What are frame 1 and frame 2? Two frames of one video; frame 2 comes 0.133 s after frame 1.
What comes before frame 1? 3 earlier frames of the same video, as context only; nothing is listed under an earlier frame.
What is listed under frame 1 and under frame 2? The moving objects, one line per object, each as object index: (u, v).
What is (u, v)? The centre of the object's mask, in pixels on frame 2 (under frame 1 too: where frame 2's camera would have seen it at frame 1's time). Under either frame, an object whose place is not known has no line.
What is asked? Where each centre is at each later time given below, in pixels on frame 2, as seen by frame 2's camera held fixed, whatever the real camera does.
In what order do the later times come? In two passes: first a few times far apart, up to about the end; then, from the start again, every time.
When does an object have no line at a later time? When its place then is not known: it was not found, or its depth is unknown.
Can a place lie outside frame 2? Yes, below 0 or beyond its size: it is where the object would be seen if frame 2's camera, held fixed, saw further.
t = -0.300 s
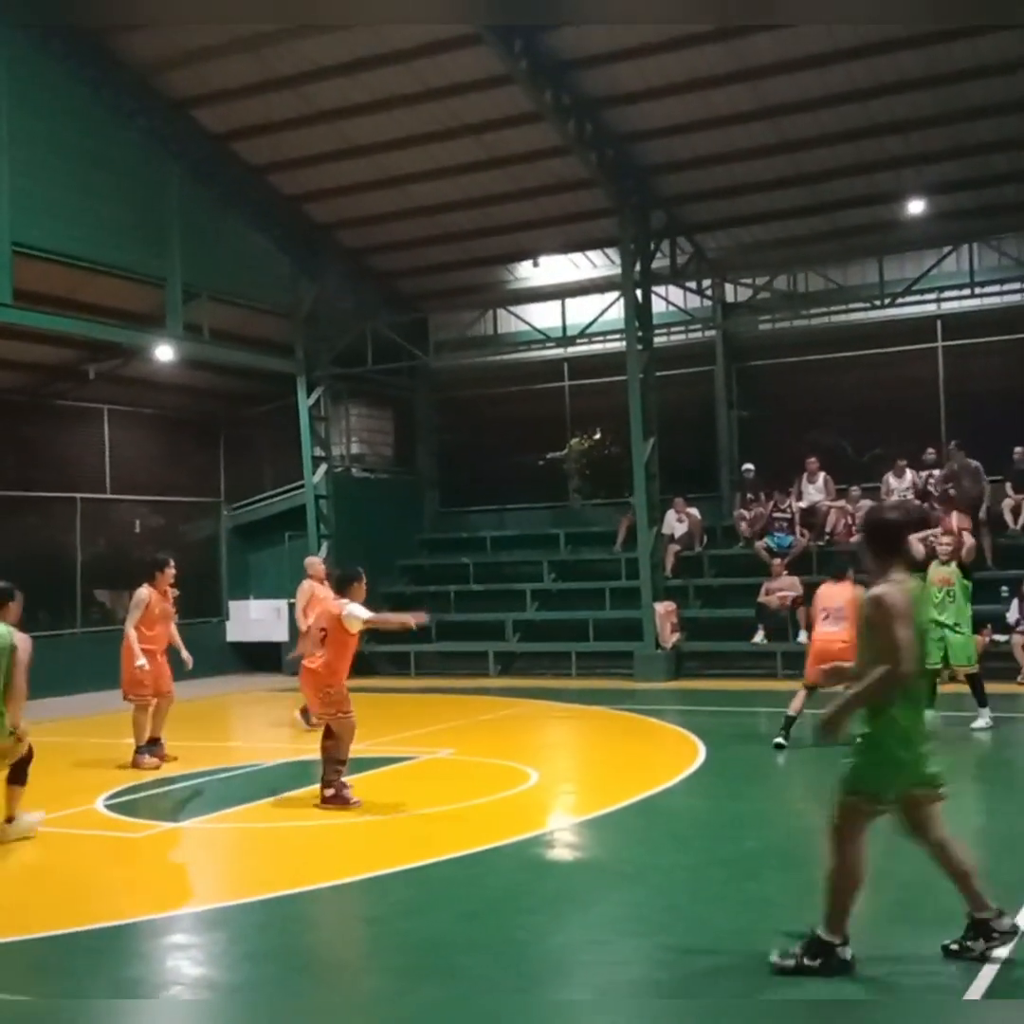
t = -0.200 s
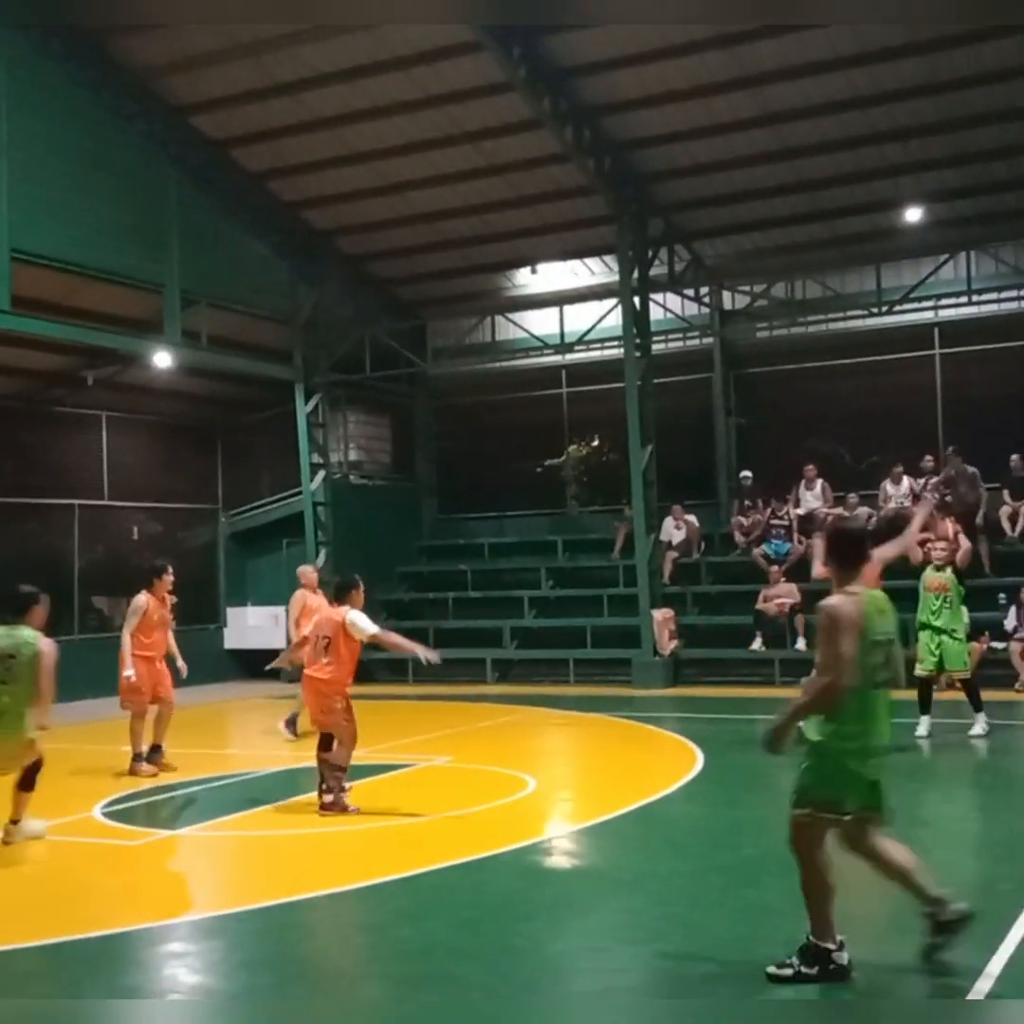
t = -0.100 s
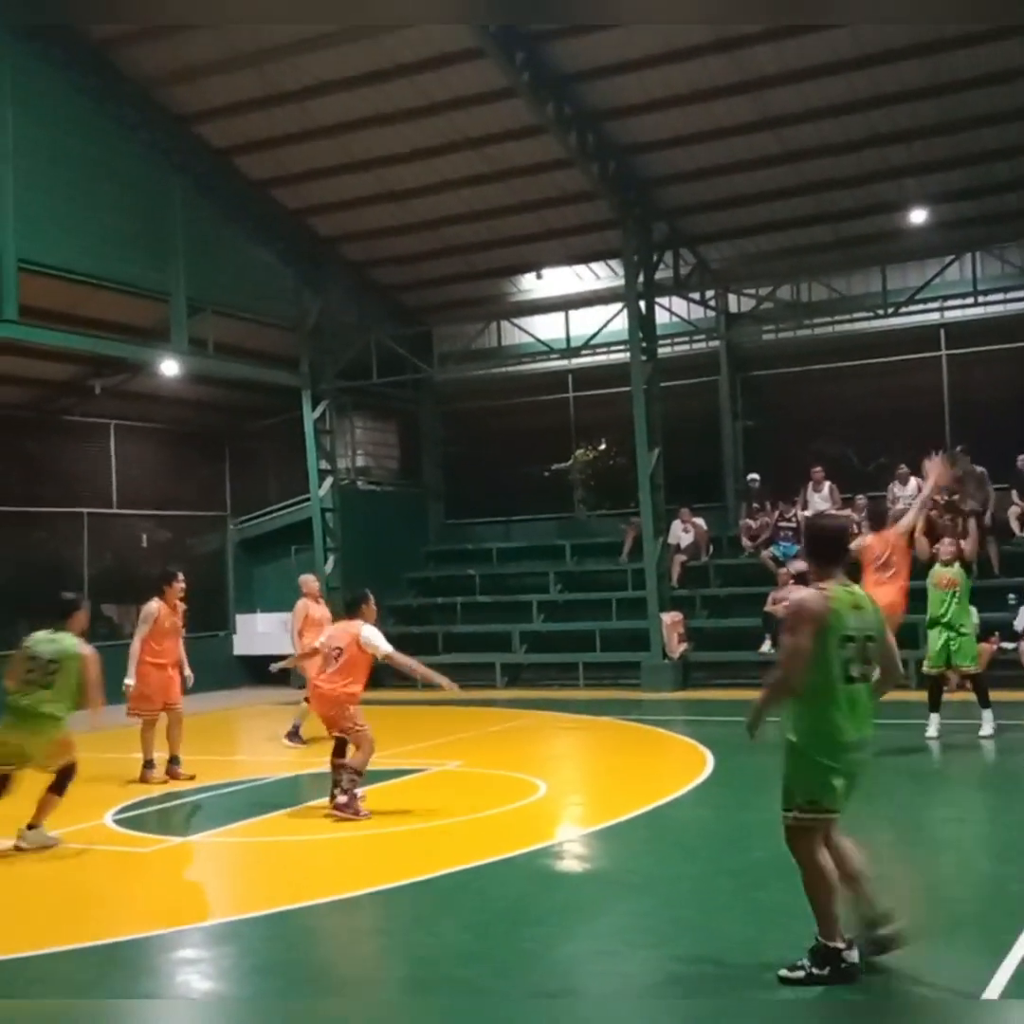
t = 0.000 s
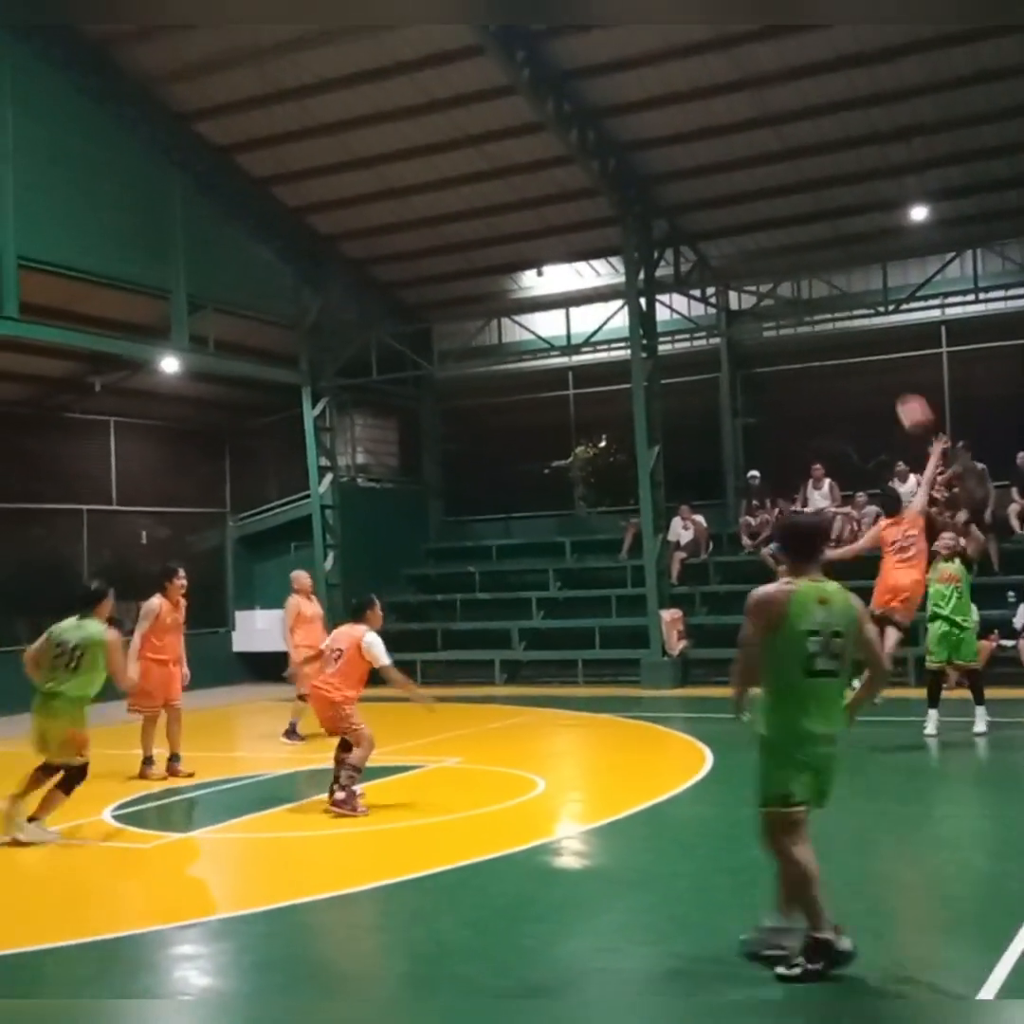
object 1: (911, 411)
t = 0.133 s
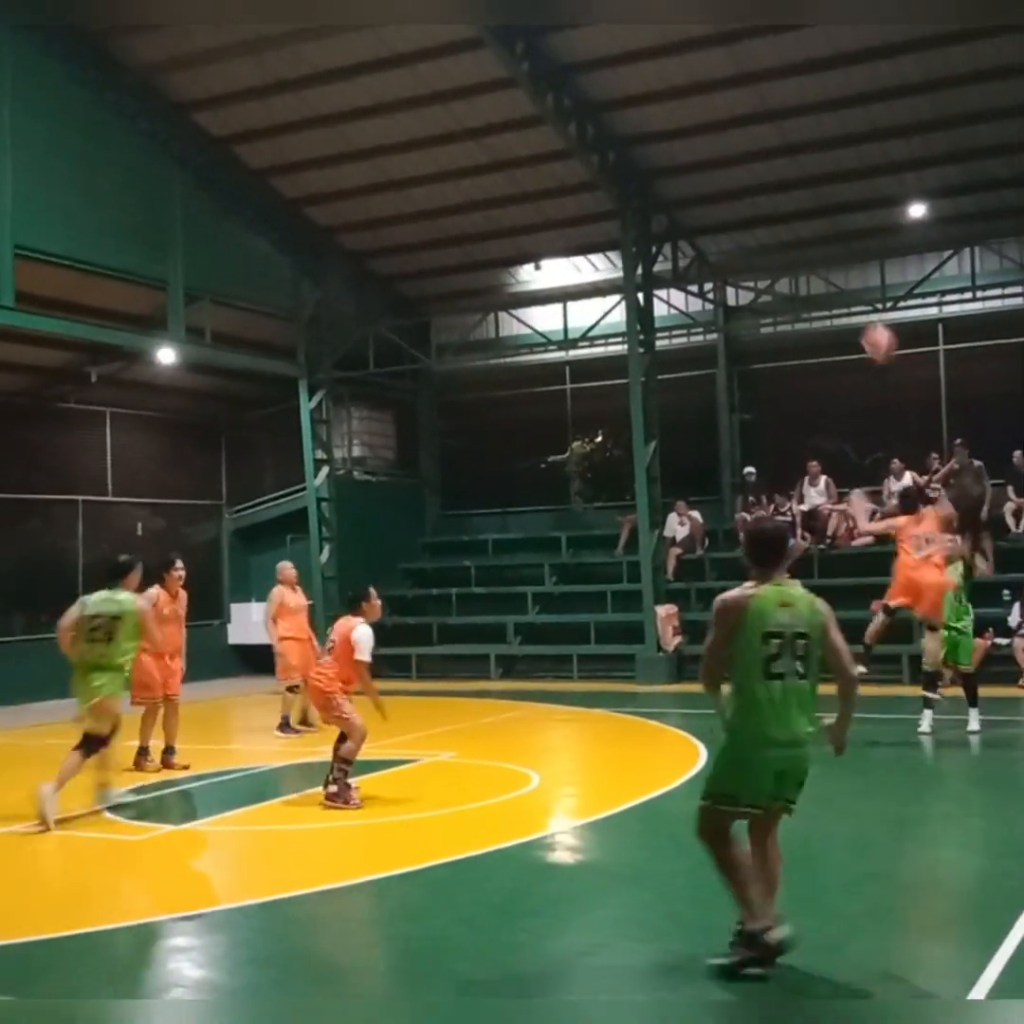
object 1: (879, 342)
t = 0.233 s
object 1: (852, 298)
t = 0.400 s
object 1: (804, 250)
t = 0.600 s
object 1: (729, 242)
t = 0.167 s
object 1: (871, 327)
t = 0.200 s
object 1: (862, 311)
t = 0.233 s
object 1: (852, 298)
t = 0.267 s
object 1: (845, 286)
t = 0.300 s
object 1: (835, 274)
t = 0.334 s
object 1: (825, 264)
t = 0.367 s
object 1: (814, 255)
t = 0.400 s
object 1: (804, 250)
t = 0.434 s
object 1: (793, 244)
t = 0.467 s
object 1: (781, 241)
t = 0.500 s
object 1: (769, 239)
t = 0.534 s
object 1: (756, 238)
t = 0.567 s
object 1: (743, 239)
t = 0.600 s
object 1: (729, 242)
